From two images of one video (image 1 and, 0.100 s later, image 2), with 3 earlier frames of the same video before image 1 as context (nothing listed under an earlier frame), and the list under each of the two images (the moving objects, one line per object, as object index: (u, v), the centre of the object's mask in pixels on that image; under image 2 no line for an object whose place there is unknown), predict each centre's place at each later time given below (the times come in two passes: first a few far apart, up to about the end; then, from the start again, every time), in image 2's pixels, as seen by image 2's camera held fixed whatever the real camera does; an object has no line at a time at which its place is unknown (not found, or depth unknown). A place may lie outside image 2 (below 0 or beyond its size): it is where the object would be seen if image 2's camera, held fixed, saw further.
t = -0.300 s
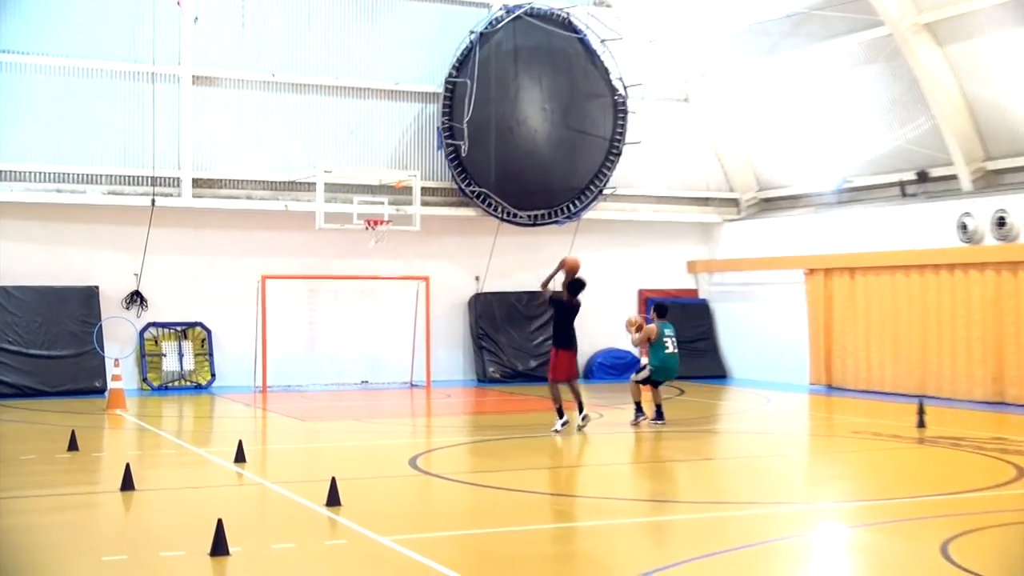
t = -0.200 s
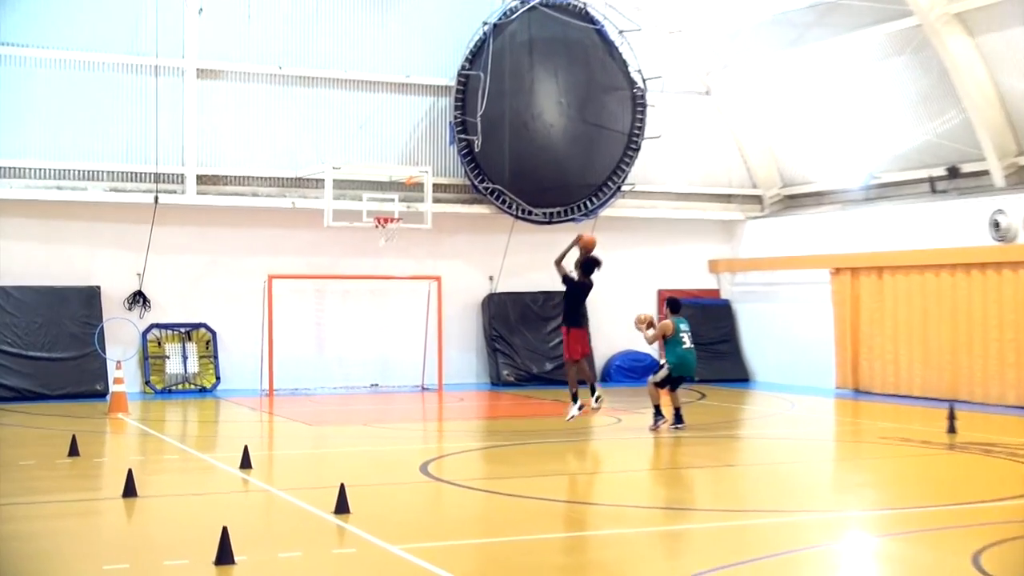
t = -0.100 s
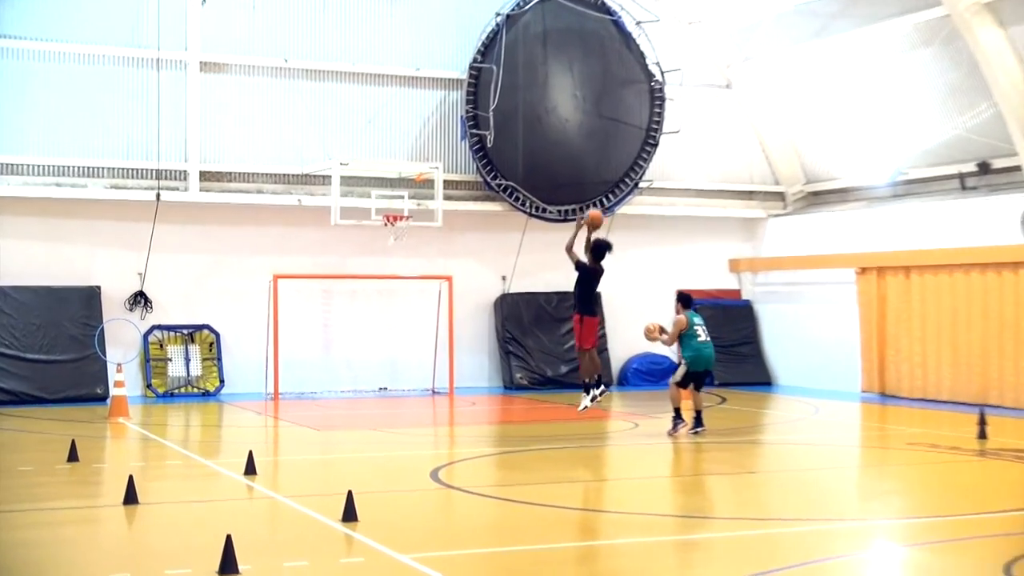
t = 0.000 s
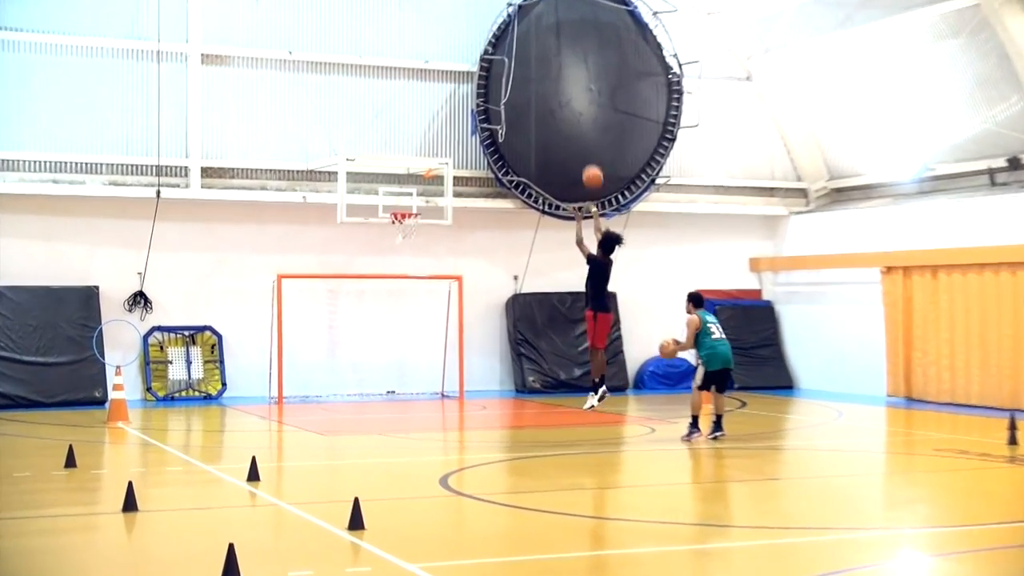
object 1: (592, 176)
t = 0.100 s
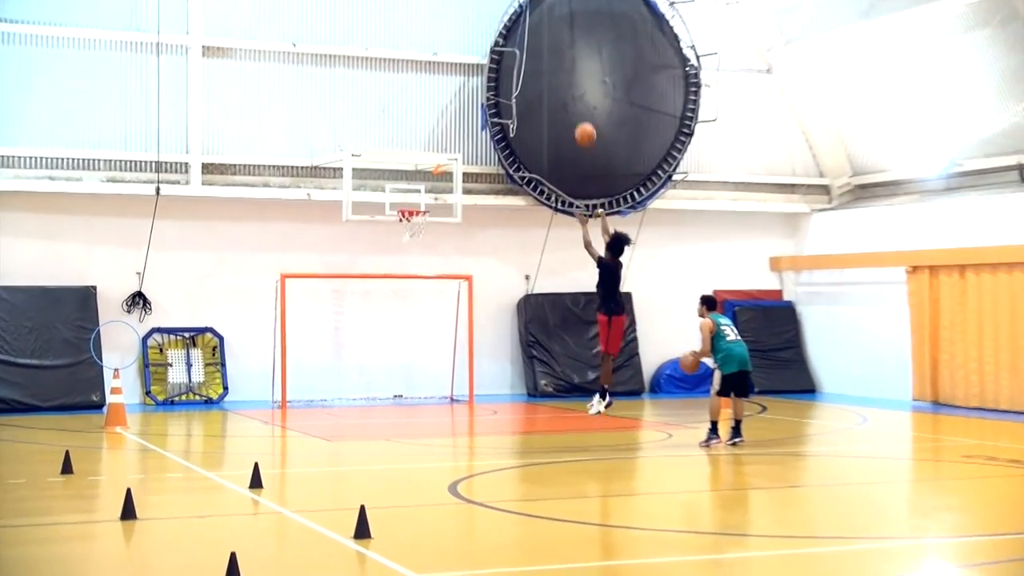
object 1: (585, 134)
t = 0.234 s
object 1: (558, 97)
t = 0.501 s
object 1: (512, 73)
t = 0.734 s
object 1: (480, 95)
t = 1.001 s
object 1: (447, 161)
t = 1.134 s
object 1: (434, 208)
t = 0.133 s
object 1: (578, 123)
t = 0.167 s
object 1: (571, 114)
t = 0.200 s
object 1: (565, 105)
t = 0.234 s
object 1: (558, 97)
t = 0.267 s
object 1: (552, 91)
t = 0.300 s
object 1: (546, 85)
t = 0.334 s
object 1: (540, 81)
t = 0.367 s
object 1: (534, 78)
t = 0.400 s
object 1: (528, 75)
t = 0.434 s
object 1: (523, 73)
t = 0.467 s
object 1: (518, 73)
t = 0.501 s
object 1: (512, 73)
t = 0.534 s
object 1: (507, 74)
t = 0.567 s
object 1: (503, 75)
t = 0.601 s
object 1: (498, 78)
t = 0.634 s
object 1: (493, 81)
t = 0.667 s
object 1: (489, 84)
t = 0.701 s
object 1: (485, 89)
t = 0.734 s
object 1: (480, 95)
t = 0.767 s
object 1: (475, 101)
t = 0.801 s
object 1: (472, 107)
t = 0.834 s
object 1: (468, 115)
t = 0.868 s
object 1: (464, 123)
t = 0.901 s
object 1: (460, 131)
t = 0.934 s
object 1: (456, 140)
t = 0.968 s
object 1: (451, 150)
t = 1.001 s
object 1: (447, 161)
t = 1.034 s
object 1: (445, 172)
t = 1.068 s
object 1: (441, 183)
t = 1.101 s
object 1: (437, 195)
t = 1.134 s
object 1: (434, 208)
